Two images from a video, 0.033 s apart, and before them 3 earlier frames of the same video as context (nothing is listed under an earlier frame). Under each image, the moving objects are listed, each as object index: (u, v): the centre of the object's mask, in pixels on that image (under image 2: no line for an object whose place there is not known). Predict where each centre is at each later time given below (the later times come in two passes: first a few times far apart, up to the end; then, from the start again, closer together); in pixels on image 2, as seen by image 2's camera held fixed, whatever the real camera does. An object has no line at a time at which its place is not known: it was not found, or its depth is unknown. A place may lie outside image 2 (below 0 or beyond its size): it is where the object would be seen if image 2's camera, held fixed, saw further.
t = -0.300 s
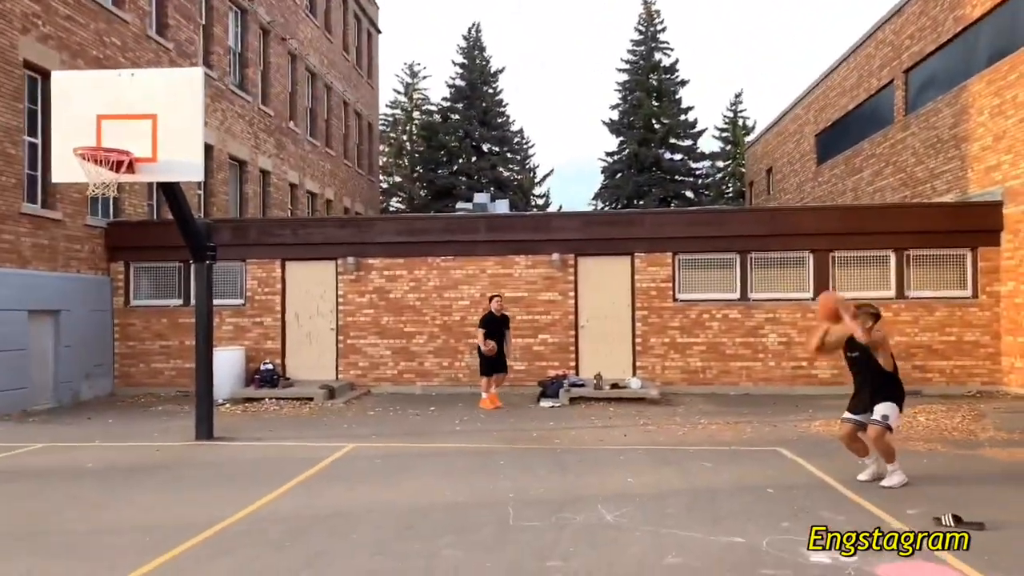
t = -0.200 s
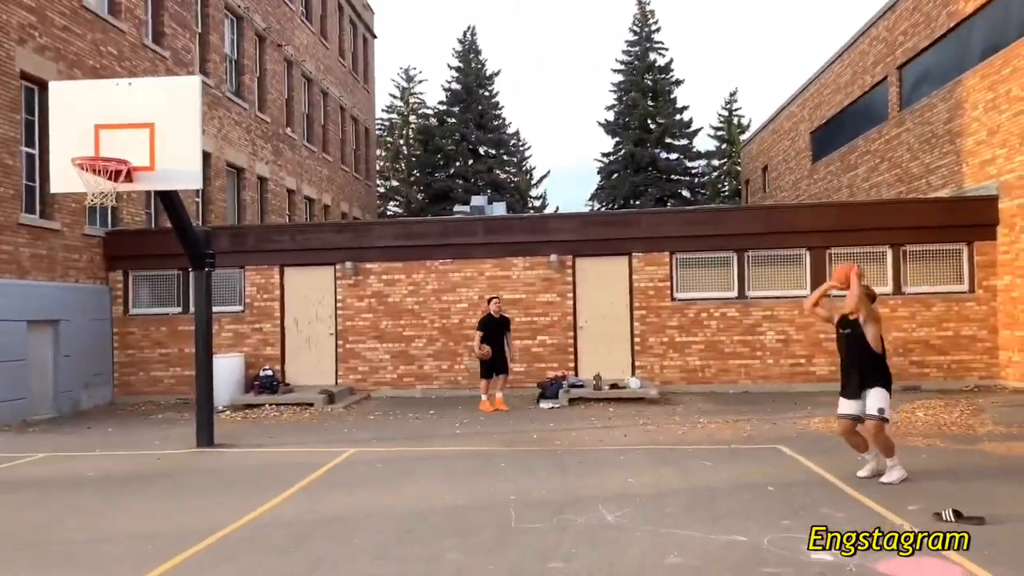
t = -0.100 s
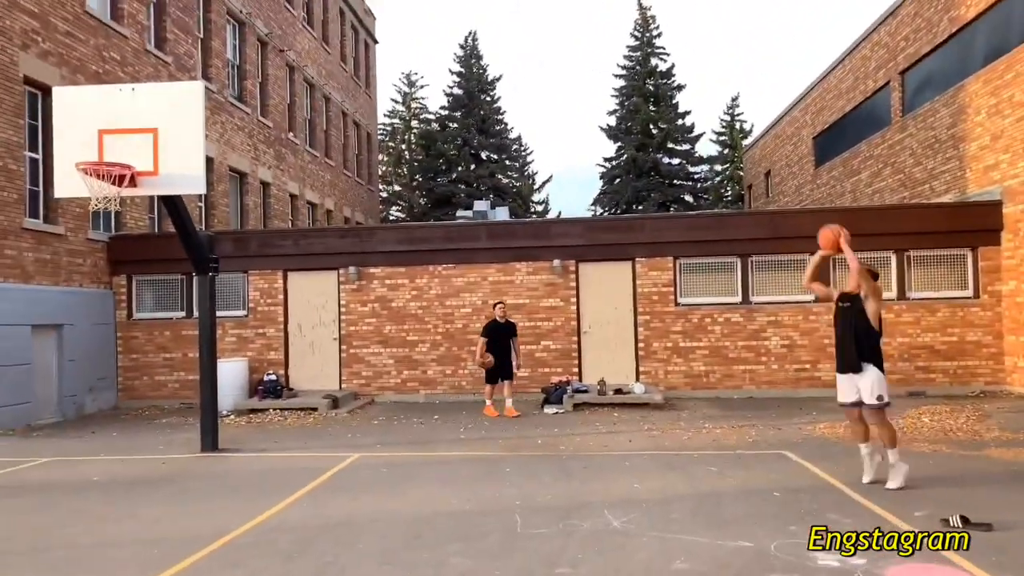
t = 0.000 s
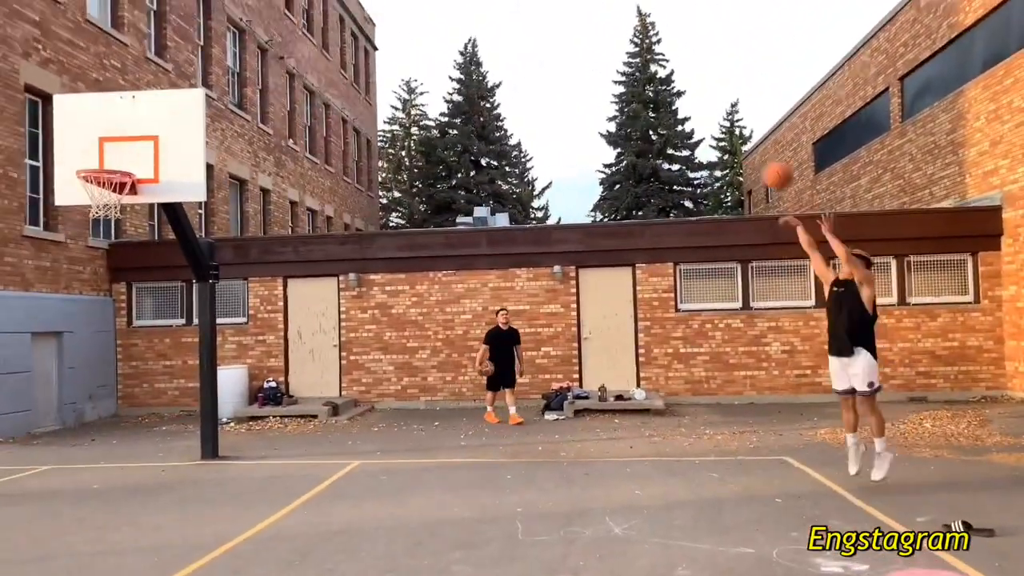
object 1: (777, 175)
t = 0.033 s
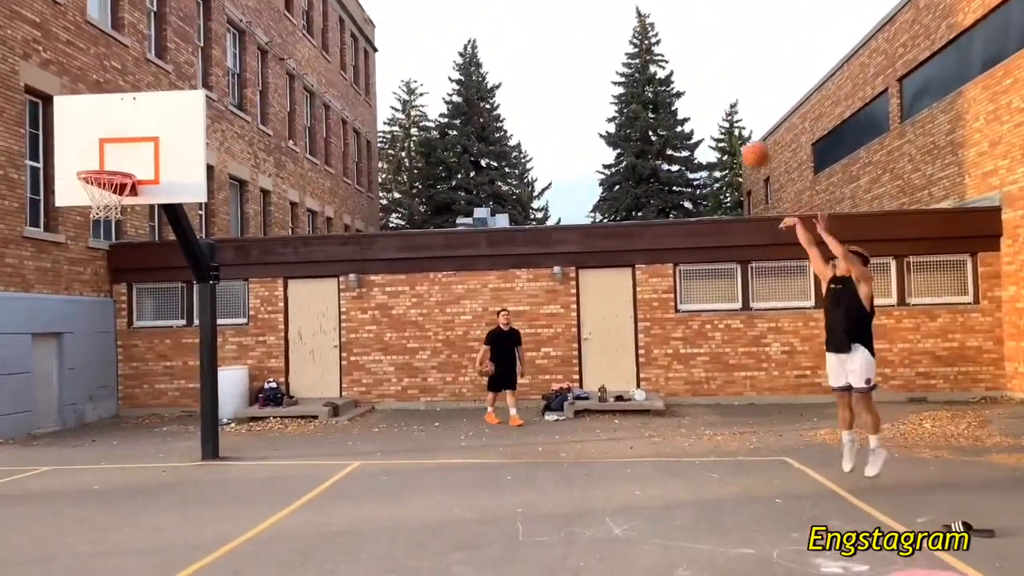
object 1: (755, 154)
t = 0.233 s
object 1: (629, 50)
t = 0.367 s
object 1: (547, 5)
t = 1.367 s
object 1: (117, 204)
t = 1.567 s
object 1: (84, 219)
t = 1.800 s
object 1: (48, 303)
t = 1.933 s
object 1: (26, 379)
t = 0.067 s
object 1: (734, 133)
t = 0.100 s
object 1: (712, 113)
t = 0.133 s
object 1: (691, 95)
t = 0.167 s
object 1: (670, 79)
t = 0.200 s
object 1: (649, 64)
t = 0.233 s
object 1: (629, 50)
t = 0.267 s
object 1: (607, 36)
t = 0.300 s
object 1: (587, 25)
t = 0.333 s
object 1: (567, 14)
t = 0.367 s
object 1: (547, 5)
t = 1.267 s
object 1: (122, 192)
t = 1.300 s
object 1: (126, 194)
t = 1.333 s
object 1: (122, 193)
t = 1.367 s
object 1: (117, 204)
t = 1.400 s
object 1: (111, 204)
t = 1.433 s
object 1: (107, 202)
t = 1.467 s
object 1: (100, 203)
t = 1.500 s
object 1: (94, 207)
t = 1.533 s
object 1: (90, 212)
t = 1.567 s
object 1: (84, 219)
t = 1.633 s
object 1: (74, 236)
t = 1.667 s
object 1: (68, 248)
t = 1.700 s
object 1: (63, 259)
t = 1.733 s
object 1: (57, 272)
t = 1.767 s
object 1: (52, 287)
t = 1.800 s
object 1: (48, 303)
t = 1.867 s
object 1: (37, 338)
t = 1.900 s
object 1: (31, 358)
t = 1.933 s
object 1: (26, 379)
